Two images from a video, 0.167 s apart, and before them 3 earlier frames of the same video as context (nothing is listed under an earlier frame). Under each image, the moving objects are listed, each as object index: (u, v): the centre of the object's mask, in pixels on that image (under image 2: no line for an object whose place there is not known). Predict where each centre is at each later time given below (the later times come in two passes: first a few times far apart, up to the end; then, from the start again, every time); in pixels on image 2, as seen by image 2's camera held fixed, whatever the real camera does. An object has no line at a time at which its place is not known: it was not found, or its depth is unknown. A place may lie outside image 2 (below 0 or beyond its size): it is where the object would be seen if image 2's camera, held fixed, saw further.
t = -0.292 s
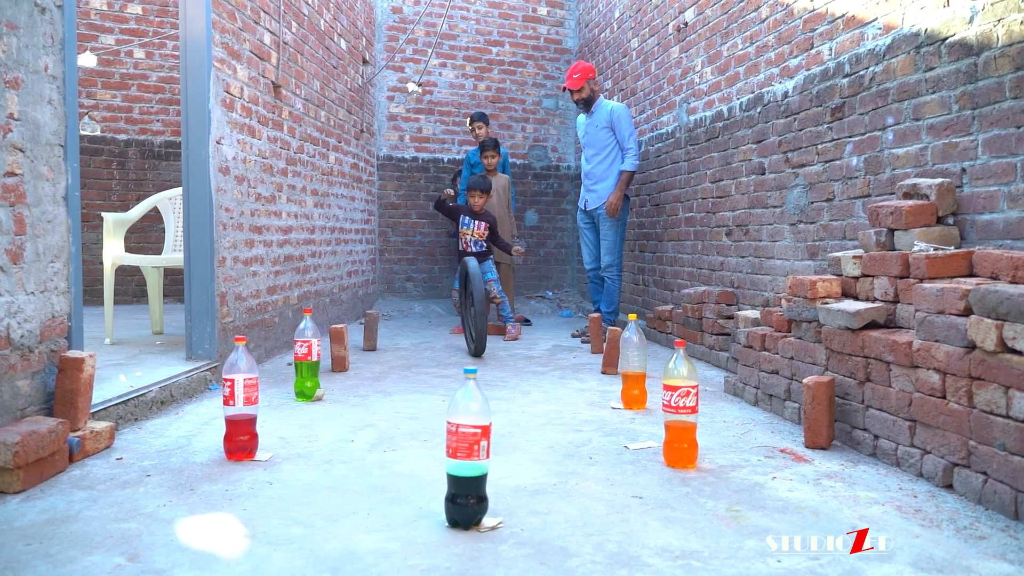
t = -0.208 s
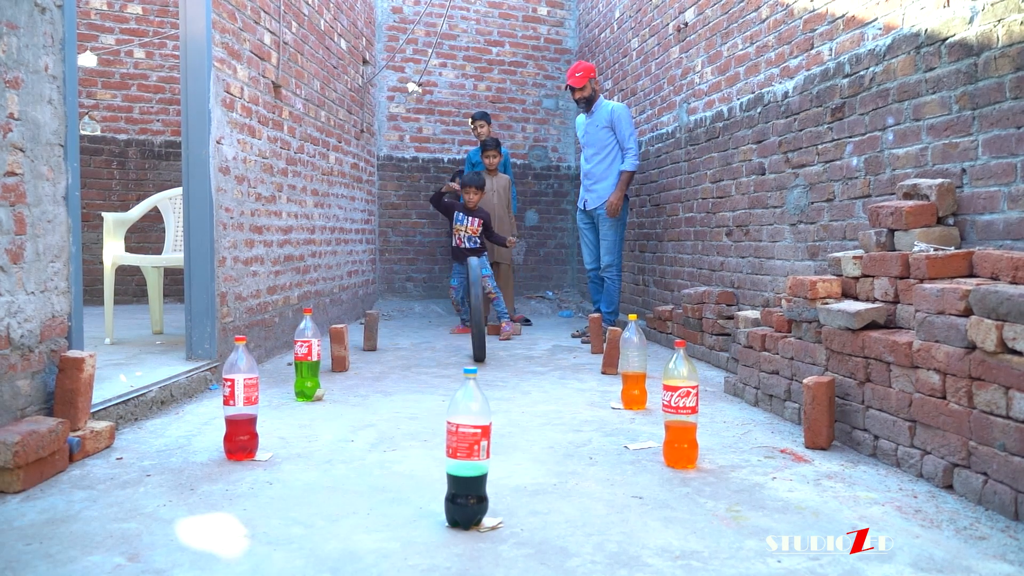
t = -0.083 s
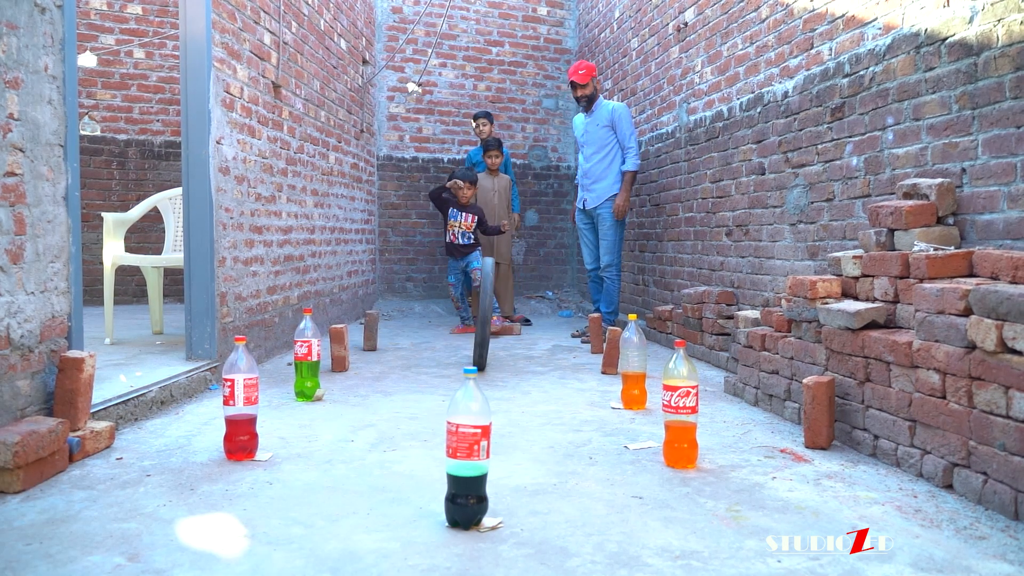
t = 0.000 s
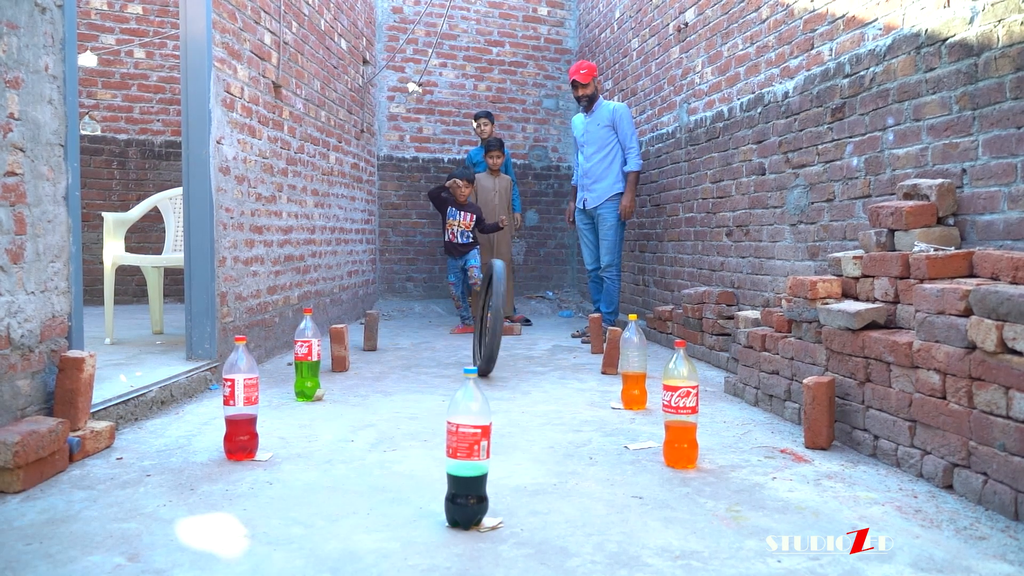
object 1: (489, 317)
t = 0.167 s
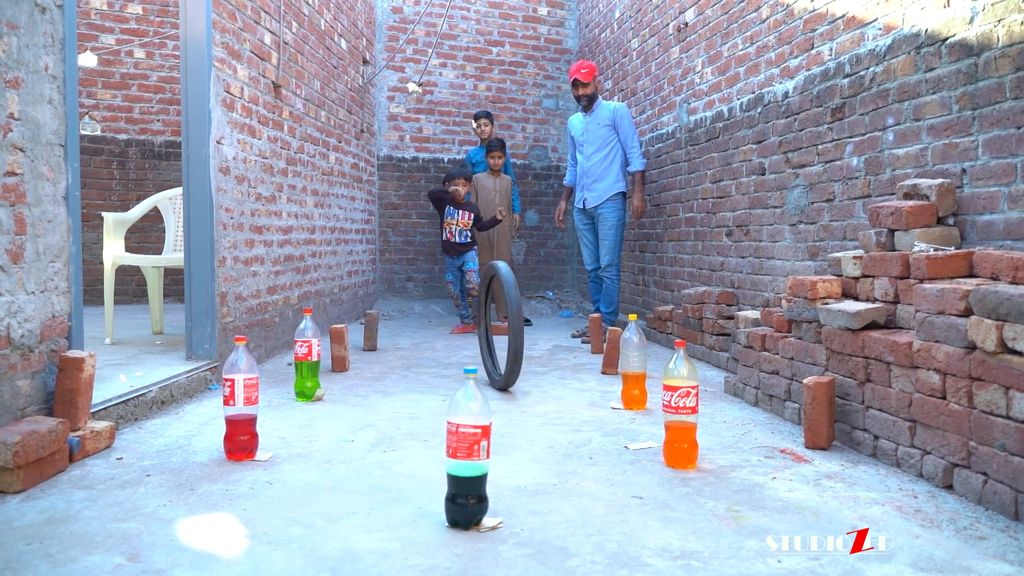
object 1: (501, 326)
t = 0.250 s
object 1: (506, 330)
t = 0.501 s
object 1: (530, 351)
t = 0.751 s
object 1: (540, 354)
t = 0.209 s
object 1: (503, 328)
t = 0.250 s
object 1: (506, 330)
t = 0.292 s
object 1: (509, 333)
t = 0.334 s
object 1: (513, 337)
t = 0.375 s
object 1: (517, 339)
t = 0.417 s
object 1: (522, 342)
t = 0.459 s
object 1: (527, 346)
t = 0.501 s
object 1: (530, 351)
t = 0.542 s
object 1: (531, 358)
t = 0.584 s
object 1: (527, 362)
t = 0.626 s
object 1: (528, 363)
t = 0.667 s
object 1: (531, 363)
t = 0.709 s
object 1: (535, 361)
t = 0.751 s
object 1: (540, 354)
